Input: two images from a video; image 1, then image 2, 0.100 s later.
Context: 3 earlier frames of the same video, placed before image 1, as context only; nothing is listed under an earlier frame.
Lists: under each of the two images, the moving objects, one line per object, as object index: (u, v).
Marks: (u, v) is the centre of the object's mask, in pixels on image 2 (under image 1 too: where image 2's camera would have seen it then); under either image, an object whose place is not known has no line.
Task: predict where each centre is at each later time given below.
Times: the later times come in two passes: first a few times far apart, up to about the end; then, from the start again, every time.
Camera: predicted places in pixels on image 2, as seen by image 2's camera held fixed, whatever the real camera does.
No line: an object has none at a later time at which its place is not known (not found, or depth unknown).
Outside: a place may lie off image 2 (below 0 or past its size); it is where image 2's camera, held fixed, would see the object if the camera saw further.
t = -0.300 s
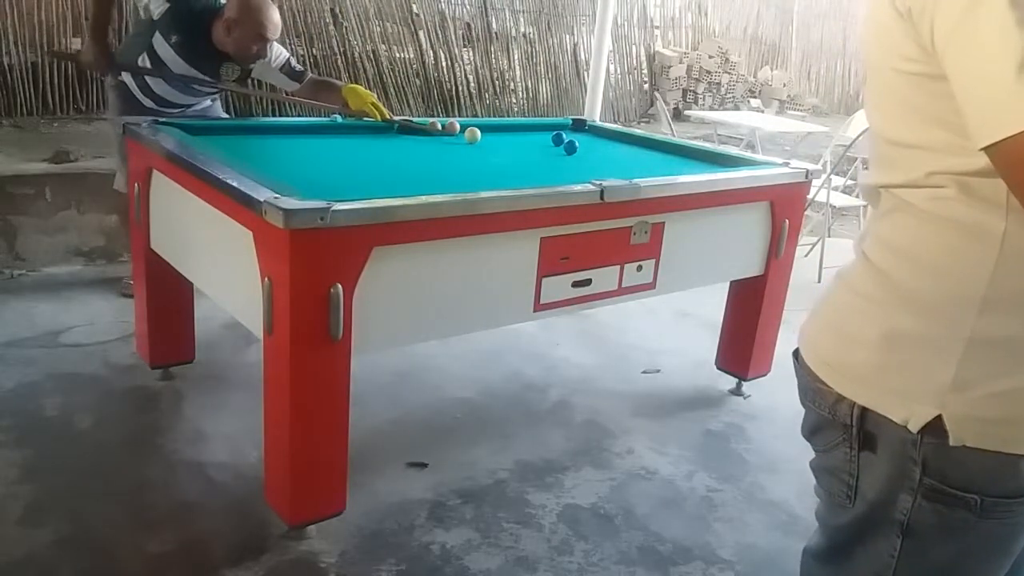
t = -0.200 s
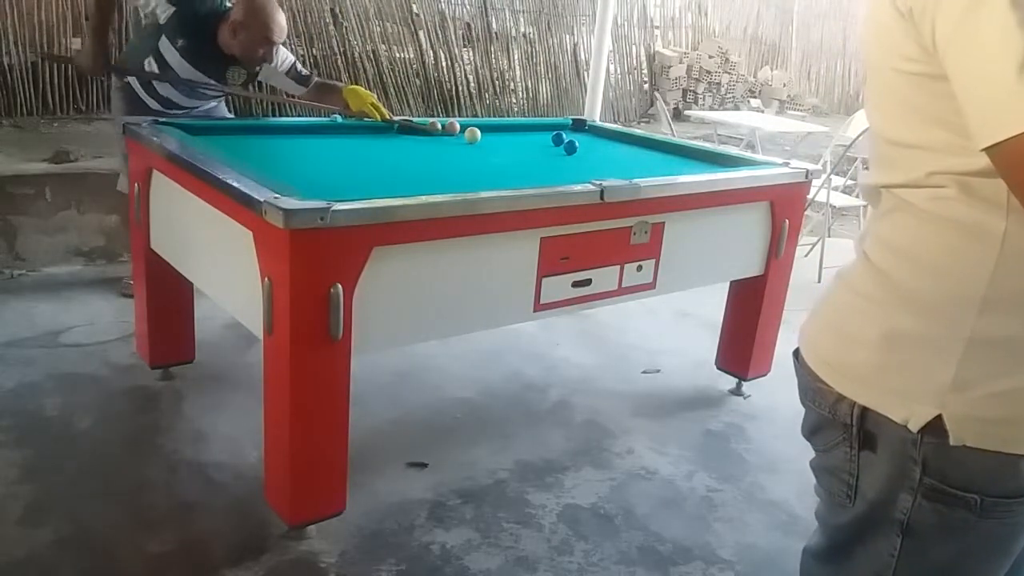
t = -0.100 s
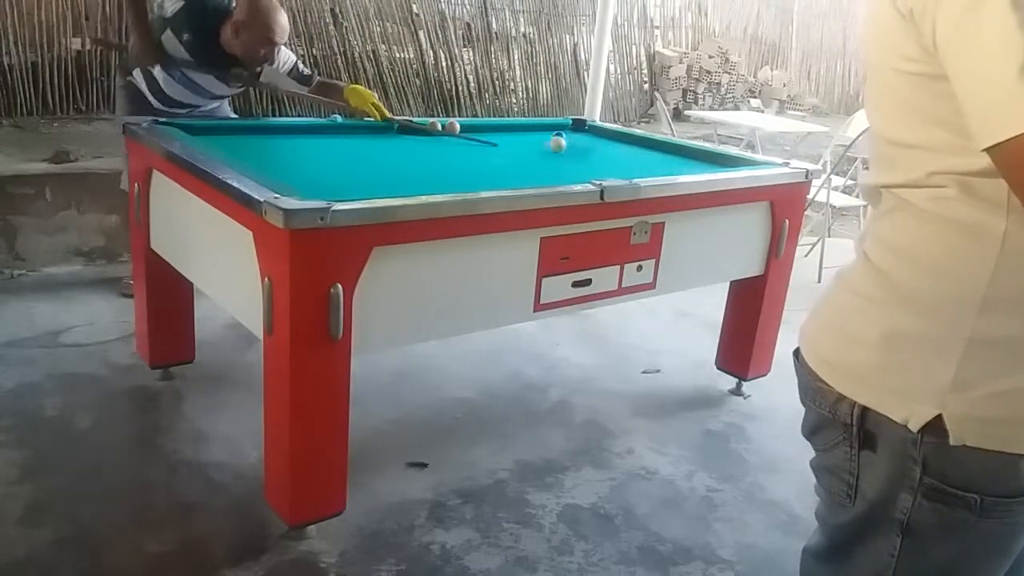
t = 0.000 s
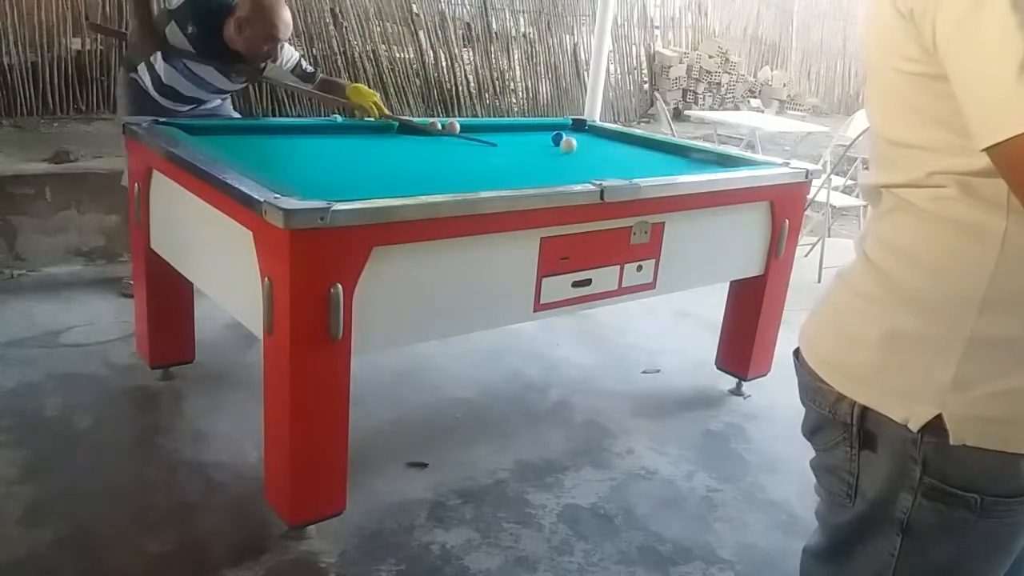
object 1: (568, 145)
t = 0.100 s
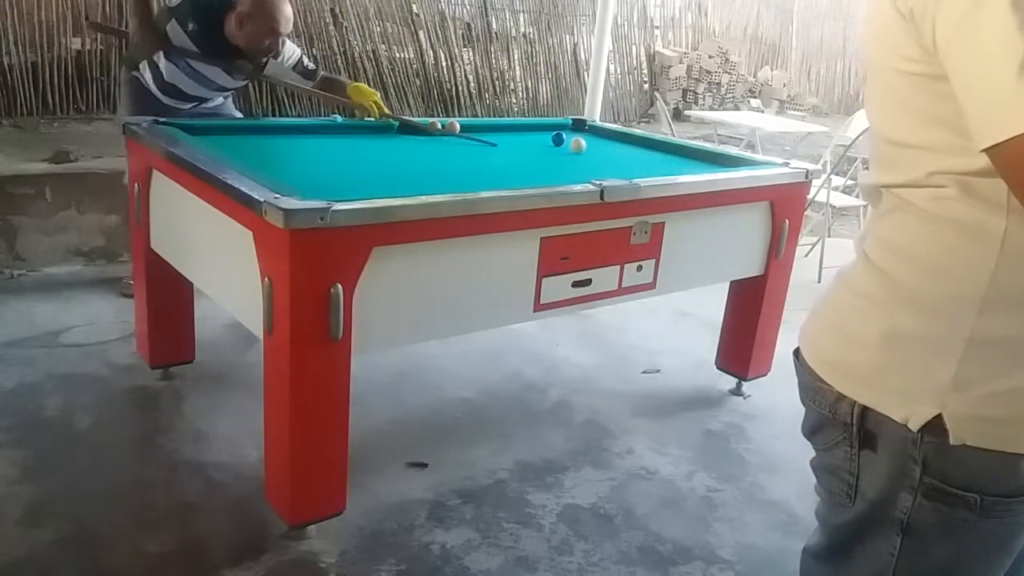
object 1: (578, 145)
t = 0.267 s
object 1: (592, 146)
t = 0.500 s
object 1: (611, 146)
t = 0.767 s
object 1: (630, 147)
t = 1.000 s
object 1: (645, 147)
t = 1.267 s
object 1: (659, 148)
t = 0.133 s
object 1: (580, 145)
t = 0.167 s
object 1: (583, 145)
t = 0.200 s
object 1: (586, 145)
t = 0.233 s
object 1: (589, 146)
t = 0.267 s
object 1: (592, 146)
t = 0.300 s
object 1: (594, 146)
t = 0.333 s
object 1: (597, 146)
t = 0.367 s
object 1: (600, 146)
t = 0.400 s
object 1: (603, 146)
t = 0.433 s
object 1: (605, 146)
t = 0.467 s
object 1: (608, 146)
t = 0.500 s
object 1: (611, 146)
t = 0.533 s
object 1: (613, 146)
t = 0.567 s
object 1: (616, 147)
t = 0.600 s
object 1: (618, 147)
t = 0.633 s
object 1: (620, 147)
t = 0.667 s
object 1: (623, 147)
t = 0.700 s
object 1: (625, 147)
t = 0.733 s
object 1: (628, 147)
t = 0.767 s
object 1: (630, 147)
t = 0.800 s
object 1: (632, 147)
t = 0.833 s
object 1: (634, 147)
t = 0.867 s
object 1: (636, 147)
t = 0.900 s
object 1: (638, 147)
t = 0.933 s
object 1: (641, 147)
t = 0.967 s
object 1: (643, 147)
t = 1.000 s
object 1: (645, 147)
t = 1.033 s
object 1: (647, 147)
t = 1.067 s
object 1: (648, 148)
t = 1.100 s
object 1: (650, 148)
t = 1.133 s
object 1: (652, 148)
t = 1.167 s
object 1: (654, 148)
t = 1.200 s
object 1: (656, 148)
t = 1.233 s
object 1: (658, 148)
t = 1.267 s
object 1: (659, 148)
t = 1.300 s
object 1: (661, 148)
